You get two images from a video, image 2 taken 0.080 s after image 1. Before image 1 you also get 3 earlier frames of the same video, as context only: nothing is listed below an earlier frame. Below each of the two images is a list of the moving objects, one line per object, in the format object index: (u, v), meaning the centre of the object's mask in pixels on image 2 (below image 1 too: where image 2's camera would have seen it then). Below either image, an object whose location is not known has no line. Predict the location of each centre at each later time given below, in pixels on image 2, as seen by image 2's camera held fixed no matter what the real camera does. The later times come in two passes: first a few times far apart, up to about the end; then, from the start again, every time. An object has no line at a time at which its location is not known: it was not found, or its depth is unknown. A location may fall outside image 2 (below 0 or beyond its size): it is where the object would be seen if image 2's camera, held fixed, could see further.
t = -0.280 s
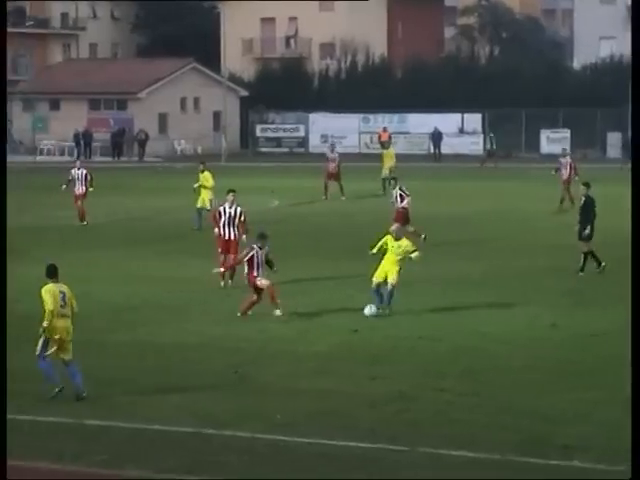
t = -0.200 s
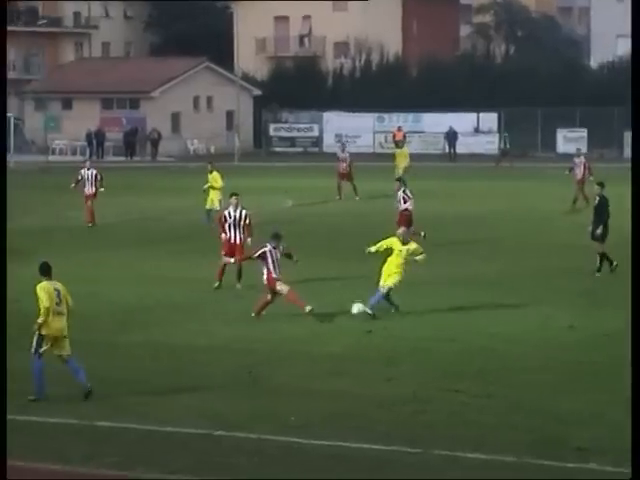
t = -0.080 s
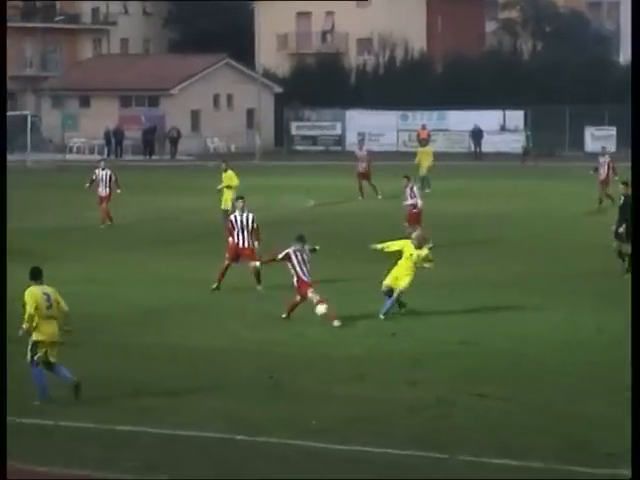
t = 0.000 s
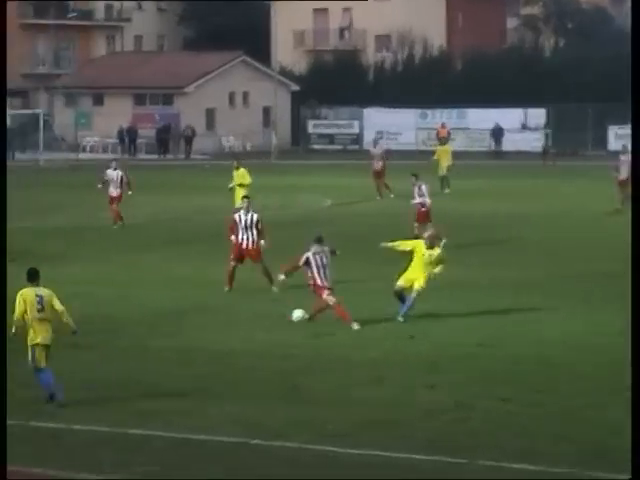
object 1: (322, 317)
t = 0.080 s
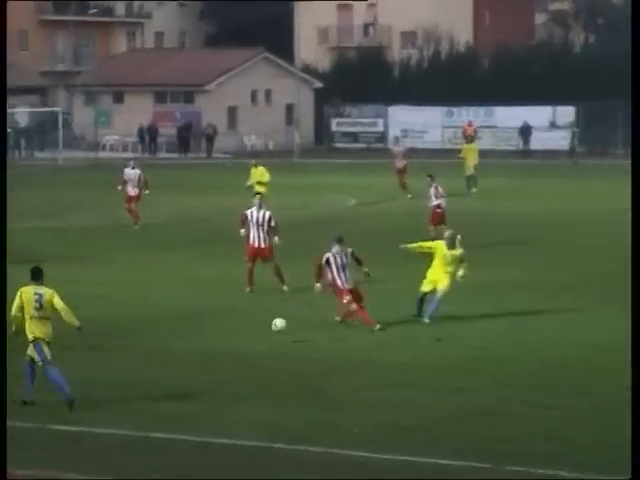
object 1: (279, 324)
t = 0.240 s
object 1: (195, 342)
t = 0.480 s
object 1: (84, 352)
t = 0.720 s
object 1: (-15, 358)
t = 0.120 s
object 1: (257, 330)
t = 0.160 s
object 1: (235, 337)
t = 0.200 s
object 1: (214, 344)
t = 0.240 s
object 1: (195, 342)
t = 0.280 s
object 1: (176, 340)
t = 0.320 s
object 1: (158, 341)
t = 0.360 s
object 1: (140, 342)
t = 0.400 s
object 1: (121, 344)
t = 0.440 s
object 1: (102, 347)
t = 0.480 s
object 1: (84, 352)
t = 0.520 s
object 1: (65, 357)
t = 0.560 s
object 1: (46, 364)
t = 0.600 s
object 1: (30, 361)
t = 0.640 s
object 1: (15, 359)
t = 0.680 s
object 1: (0, 358)
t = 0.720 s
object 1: (-15, 358)
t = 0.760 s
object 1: (-31, 359)
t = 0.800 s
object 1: (-46, 362)
